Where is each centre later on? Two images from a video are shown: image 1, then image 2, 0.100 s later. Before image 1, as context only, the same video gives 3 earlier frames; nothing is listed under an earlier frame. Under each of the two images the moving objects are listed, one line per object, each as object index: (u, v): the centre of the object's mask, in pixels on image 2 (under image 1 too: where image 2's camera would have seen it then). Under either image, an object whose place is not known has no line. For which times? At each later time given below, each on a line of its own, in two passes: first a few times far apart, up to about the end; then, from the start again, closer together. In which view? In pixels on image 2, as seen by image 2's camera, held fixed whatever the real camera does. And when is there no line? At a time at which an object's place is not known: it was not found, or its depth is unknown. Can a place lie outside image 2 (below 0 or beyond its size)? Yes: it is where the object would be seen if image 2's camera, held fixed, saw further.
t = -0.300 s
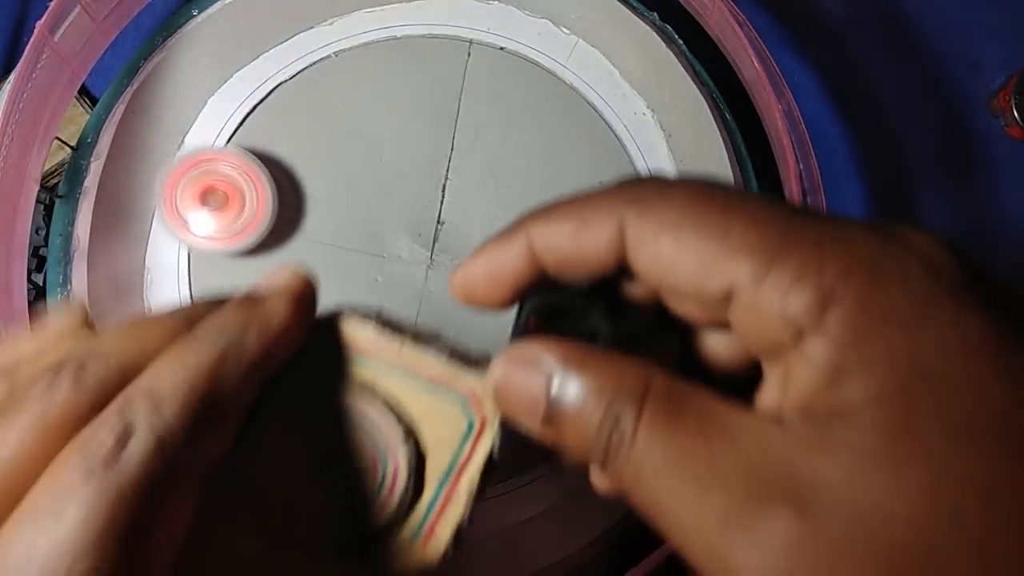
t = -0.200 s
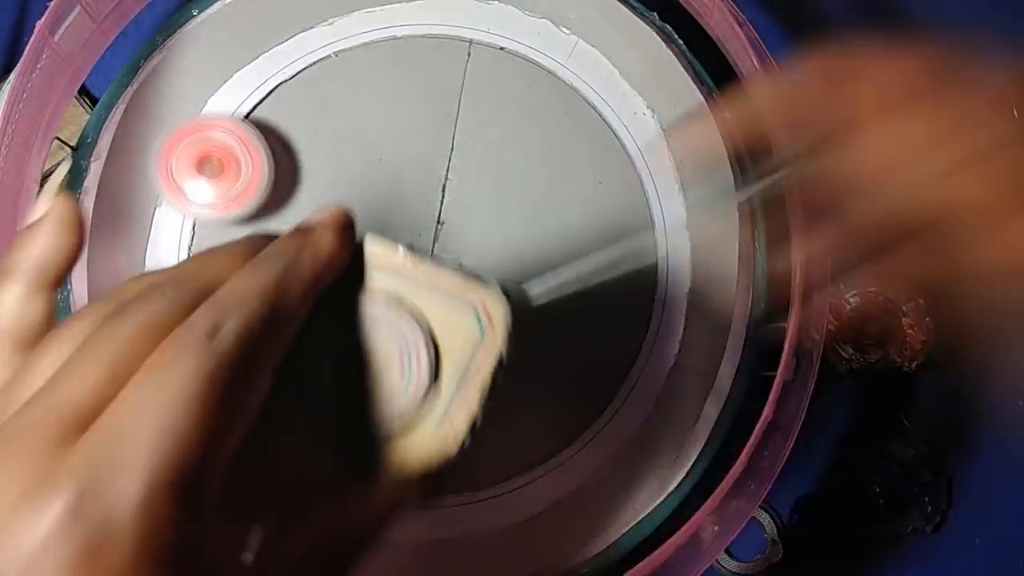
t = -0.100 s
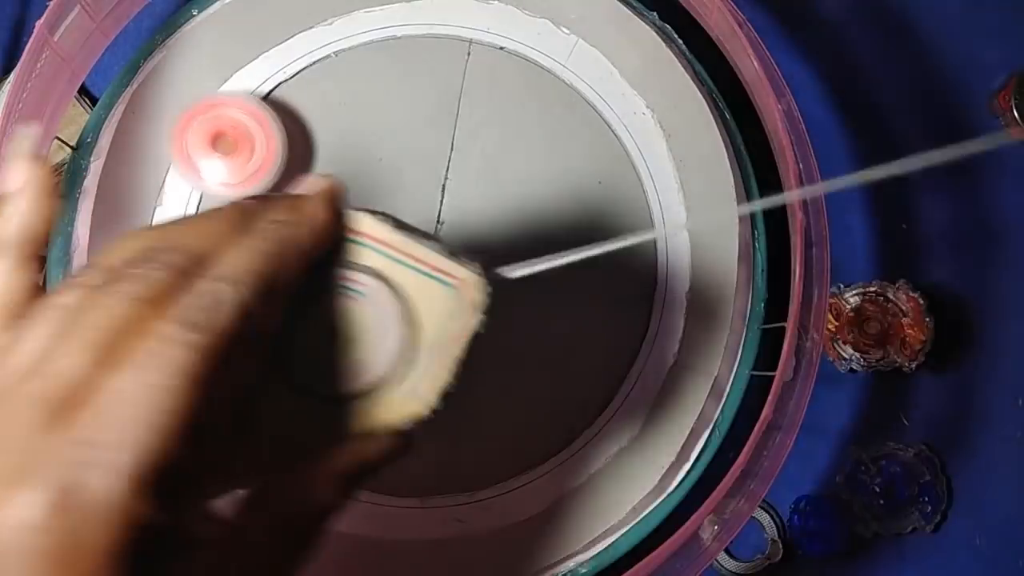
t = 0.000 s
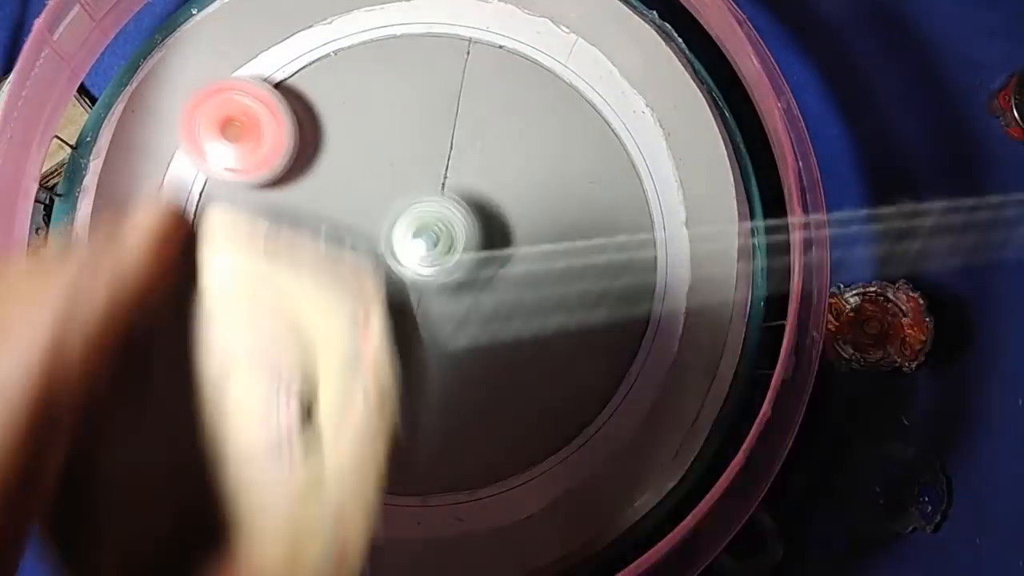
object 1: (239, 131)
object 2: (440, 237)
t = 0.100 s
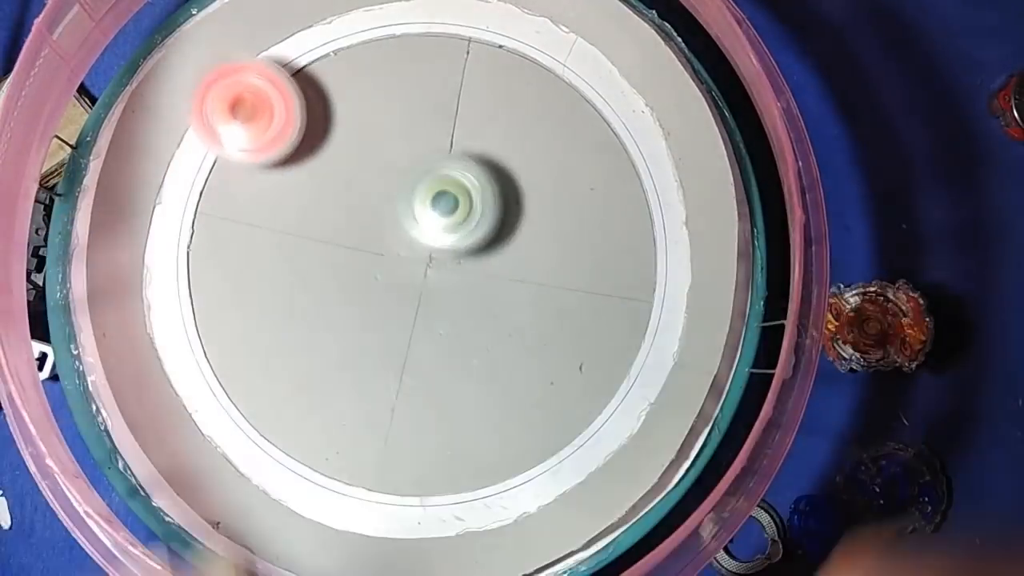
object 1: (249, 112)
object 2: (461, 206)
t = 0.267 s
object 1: (271, 93)
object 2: (438, 218)
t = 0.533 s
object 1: (343, 128)
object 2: (464, 226)
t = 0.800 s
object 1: (332, 179)
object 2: (605, 368)
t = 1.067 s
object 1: (376, 137)
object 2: (590, 328)
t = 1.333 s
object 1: (386, 127)
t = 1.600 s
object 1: (449, 55)
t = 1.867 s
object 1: (476, 72)
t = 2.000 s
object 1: (471, 57)
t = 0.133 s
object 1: (252, 106)
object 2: (457, 199)
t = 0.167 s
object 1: (255, 102)
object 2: (450, 196)
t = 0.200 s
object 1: (259, 99)
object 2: (440, 195)
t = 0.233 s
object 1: (264, 95)
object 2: (435, 206)
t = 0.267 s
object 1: (271, 93)
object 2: (438, 218)
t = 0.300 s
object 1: (276, 92)
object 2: (446, 231)
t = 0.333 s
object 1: (284, 92)
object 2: (462, 238)
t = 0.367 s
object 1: (291, 95)
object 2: (480, 244)
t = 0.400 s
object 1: (300, 99)
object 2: (490, 247)
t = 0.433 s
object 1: (308, 104)
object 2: (489, 247)
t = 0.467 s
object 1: (319, 110)
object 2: (486, 244)
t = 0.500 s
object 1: (331, 119)
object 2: (474, 235)
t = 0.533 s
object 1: (343, 128)
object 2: (464, 226)
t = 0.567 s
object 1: (356, 138)
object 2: (458, 218)
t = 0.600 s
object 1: (342, 113)
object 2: (479, 250)
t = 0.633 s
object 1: (310, 73)
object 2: (511, 289)
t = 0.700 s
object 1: (310, 116)
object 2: (563, 336)
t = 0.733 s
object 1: (319, 147)
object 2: (579, 346)
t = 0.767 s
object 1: (325, 169)
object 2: (590, 359)
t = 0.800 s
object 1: (332, 179)
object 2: (605, 368)
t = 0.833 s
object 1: (340, 180)
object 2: (617, 375)
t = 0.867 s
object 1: (348, 176)
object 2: (610, 358)
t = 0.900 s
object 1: (355, 171)
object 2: (602, 344)
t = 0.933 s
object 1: (361, 166)
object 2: (600, 332)
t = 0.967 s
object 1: (366, 159)
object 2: (600, 327)
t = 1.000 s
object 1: (371, 152)
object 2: (596, 324)
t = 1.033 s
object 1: (375, 146)
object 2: (595, 324)
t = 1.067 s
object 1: (376, 137)
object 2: (590, 328)
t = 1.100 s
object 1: (377, 130)
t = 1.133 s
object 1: (378, 124)
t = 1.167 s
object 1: (379, 118)
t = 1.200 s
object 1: (378, 116)
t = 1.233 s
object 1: (378, 117)
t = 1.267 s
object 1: (381, 120)
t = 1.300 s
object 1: (383, 123)
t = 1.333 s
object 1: (386, 127)
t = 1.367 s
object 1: (389, 133)
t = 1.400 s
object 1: (394, 143)
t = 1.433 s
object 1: (400, 158)
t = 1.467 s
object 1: (405, 175)
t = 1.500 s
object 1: (416, 184)
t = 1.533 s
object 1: (428, 132)
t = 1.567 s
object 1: (441, 88)
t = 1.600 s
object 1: (449, 55)
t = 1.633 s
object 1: (454, 38)
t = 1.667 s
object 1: (451, 49)
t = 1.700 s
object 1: (448, 61)
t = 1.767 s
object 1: (452, 80)
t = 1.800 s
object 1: (460, 81)
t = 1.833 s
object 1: (470, 79)
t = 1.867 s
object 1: (476, 72)
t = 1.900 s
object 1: (481, 60)
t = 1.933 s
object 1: (485, 47)
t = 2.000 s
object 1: (471, 57)
